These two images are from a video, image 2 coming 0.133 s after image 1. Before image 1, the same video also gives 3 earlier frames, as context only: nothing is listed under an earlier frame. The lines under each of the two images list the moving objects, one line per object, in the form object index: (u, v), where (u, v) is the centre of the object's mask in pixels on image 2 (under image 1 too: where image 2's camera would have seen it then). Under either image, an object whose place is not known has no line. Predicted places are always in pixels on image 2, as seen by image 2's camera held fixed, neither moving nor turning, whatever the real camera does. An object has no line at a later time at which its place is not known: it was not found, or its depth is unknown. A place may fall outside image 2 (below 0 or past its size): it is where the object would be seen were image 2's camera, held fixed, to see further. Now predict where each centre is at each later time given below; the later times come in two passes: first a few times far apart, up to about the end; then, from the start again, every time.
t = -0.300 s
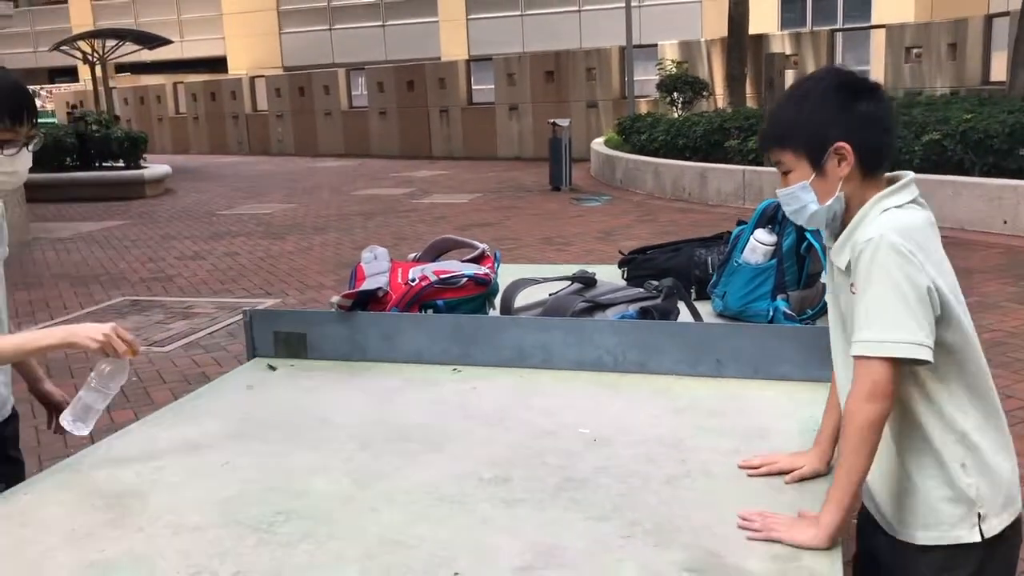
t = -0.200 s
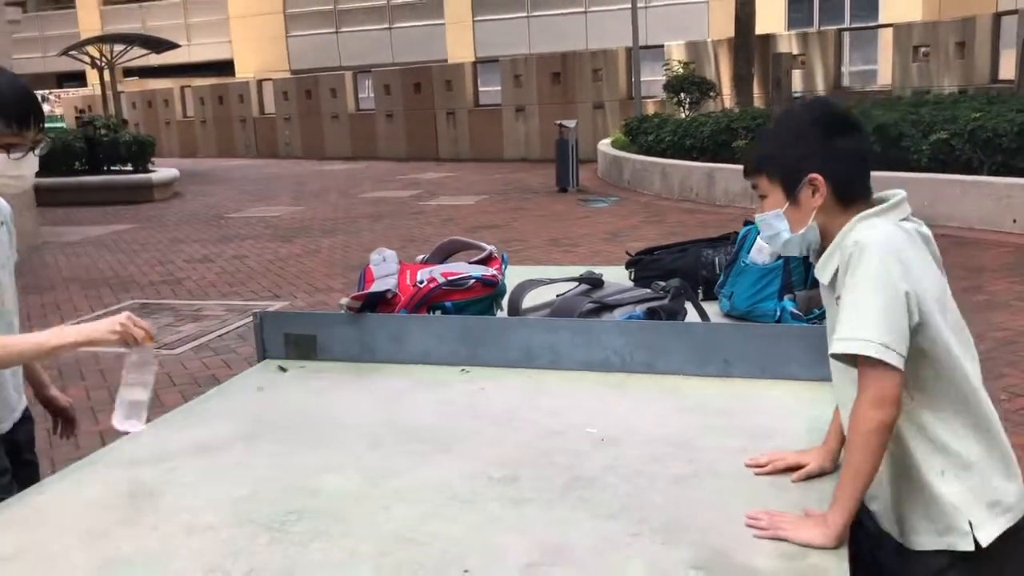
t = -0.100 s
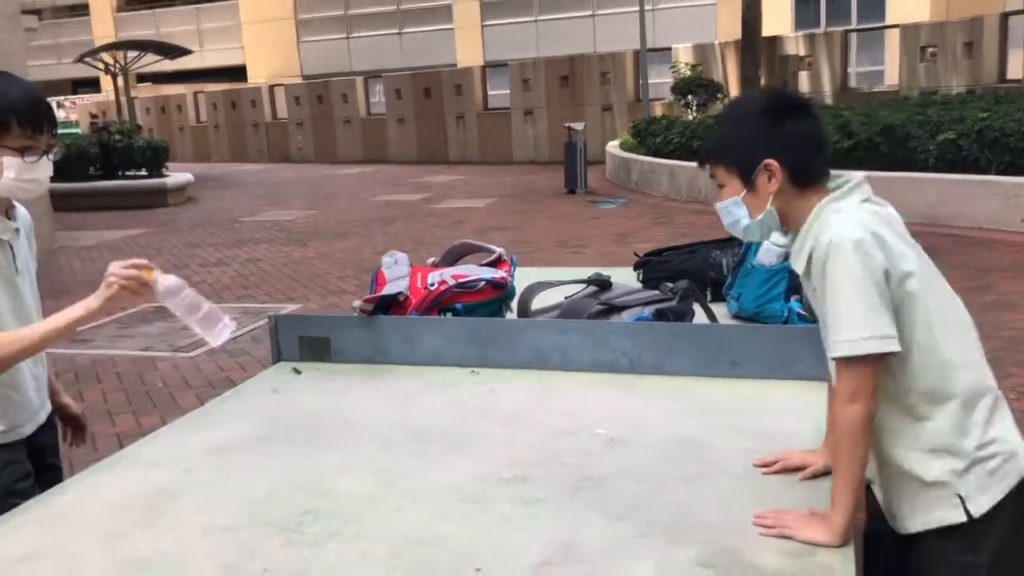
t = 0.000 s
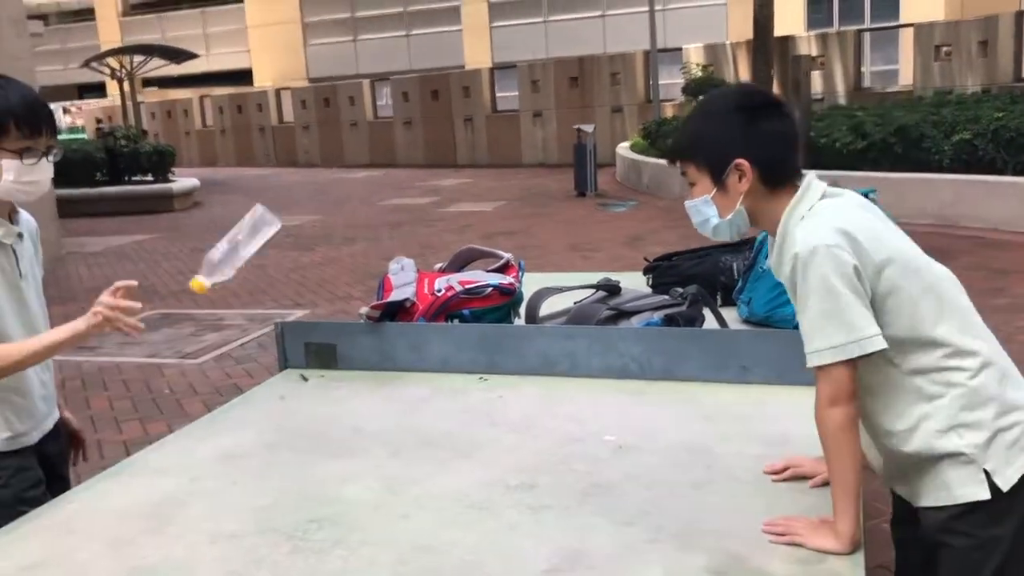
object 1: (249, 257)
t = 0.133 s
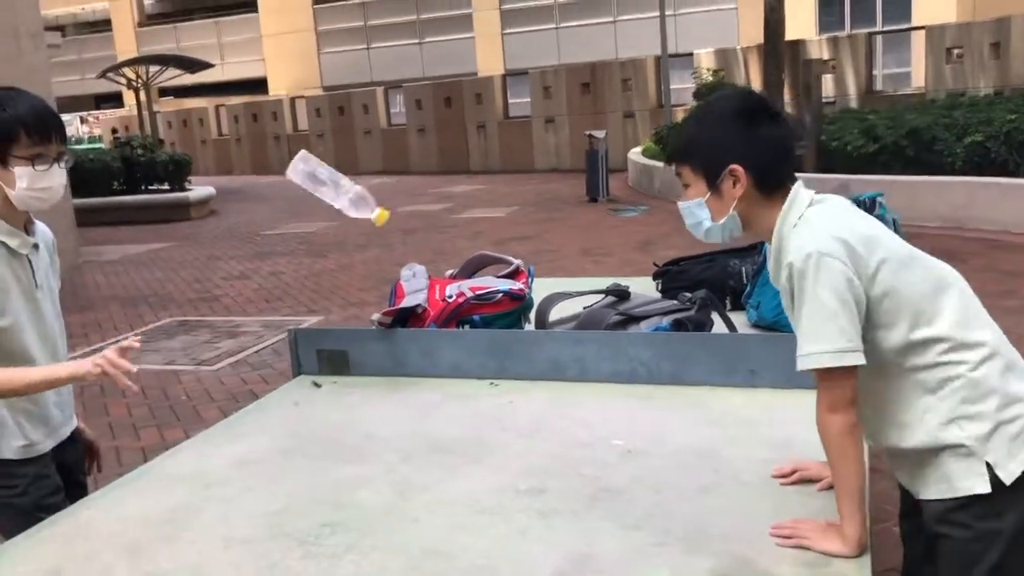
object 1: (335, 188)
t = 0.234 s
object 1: (387, 195)
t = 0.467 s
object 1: (523, 422)
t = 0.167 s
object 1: (352, 184)
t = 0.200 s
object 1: (369, 186)
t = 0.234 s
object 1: (387, 195)
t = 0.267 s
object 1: (406, 210)
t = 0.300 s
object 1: (424, 230)
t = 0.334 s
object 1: (443, 255)
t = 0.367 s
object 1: (462, 287)
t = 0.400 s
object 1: (481, 325)
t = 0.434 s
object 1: (501, 362)
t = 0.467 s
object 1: (523, 422)
